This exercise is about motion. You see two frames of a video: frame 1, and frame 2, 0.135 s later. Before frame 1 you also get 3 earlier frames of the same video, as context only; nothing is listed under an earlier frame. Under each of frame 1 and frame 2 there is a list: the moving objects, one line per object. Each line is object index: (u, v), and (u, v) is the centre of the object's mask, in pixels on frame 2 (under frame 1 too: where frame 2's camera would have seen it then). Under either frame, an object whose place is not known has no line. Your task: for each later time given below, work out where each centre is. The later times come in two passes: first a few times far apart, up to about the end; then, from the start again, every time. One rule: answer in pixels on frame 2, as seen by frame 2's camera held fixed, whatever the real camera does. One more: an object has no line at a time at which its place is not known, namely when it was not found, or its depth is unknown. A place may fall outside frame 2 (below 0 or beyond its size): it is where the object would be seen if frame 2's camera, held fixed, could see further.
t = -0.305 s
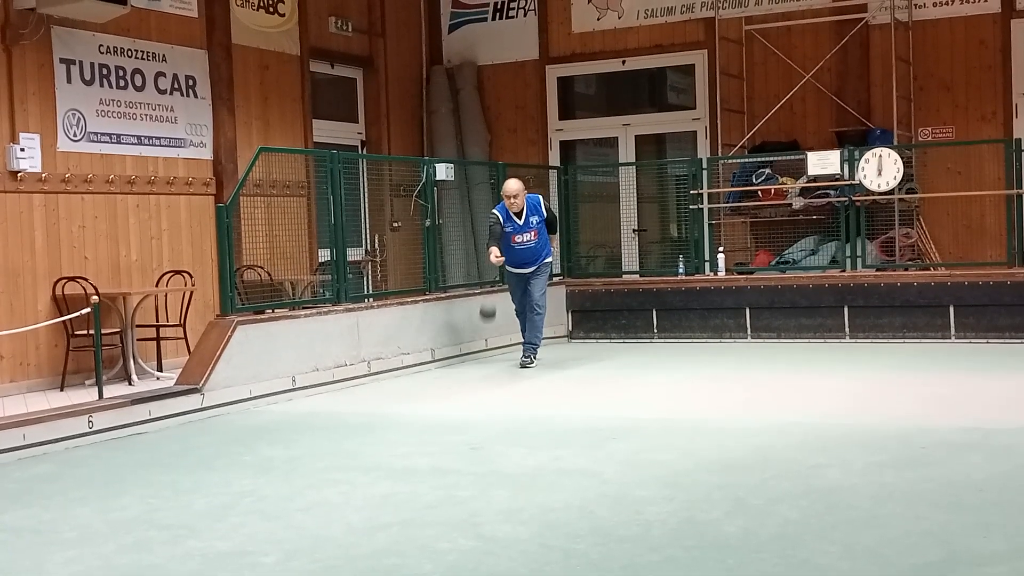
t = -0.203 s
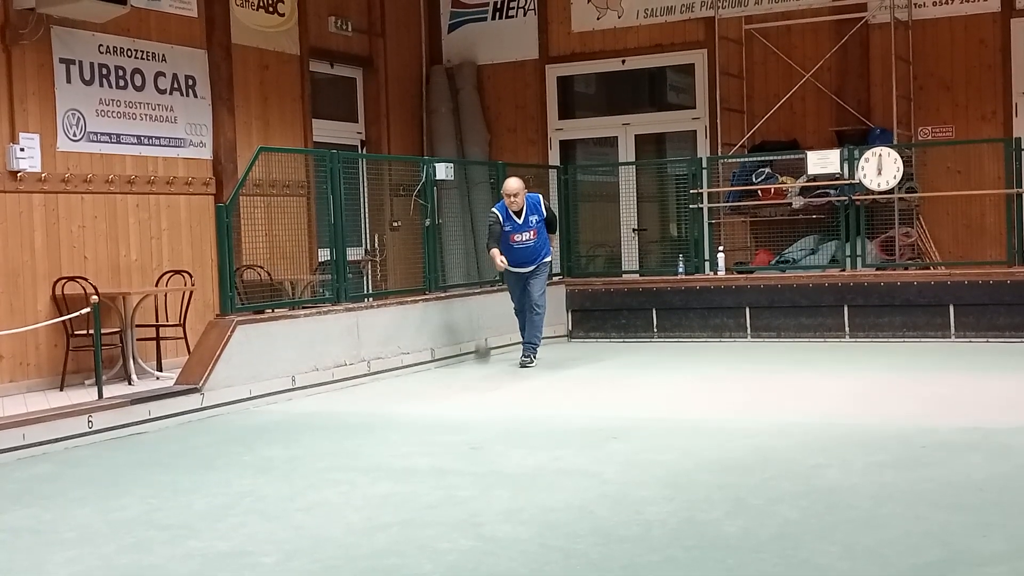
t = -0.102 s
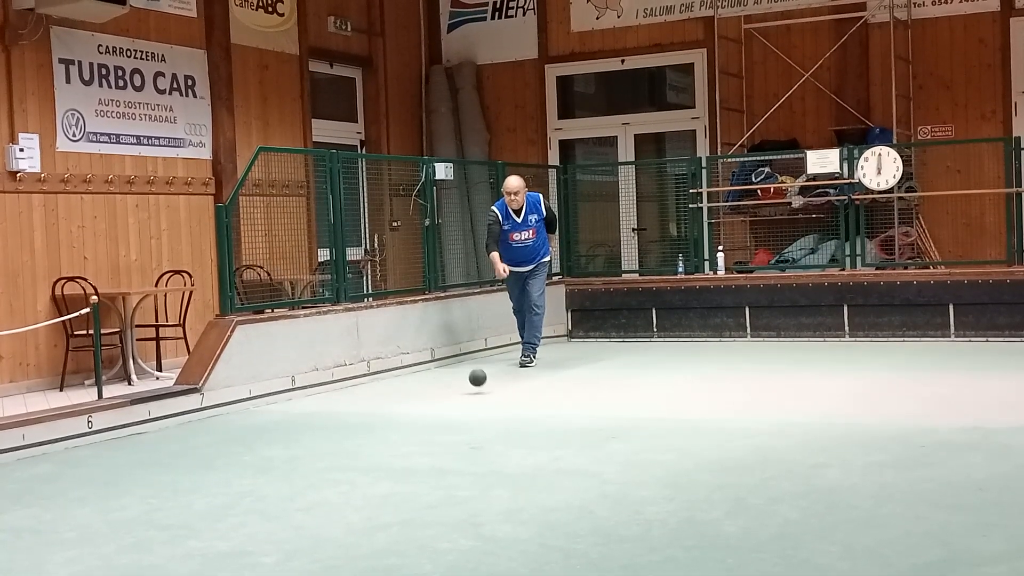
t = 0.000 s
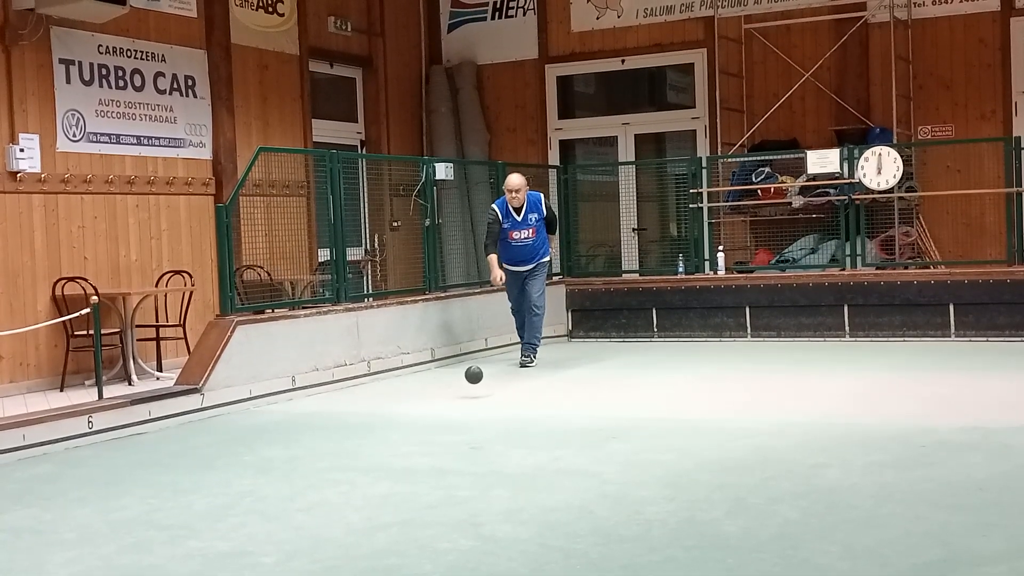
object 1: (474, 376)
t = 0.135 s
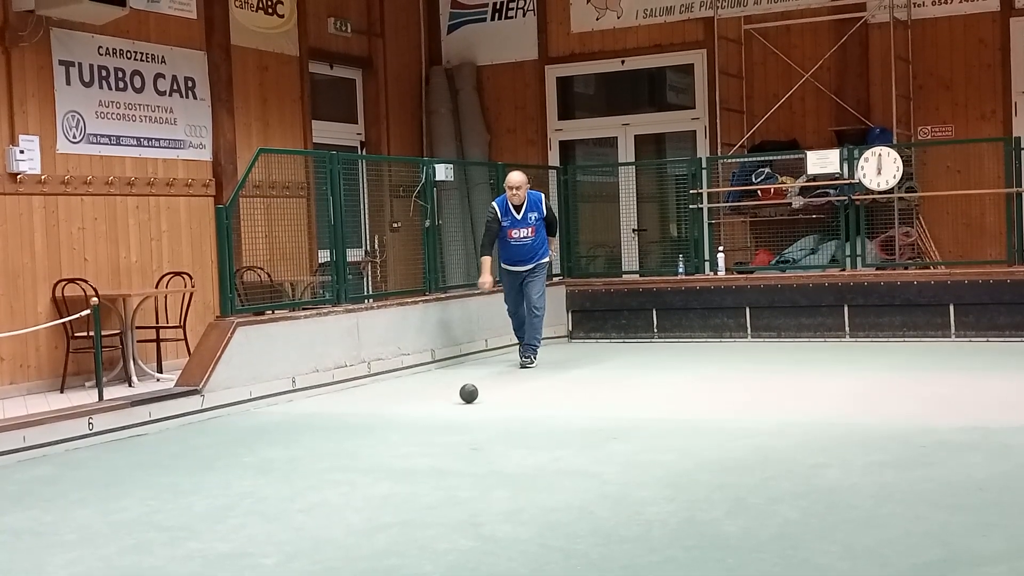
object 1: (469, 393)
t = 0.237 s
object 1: (464, 397)
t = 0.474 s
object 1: (452, 408)
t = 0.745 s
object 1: (435, 422)
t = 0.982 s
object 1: (418, 436)
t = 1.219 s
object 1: (399, 451)
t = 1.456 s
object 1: (376, 468)
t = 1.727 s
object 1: (342, 494)
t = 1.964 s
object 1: (311, 519)
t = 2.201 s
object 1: (273, 548)
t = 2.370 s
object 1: (241, 560)
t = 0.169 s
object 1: (467, 393)
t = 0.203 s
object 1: (465, 395)
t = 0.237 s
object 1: (464, 397)
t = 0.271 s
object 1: (462, 399)
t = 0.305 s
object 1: (460, 400)
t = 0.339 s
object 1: (459, 402)
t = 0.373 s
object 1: (457, 404)
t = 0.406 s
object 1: (455, 405)
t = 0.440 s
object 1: (453, 407)
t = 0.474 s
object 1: (452, 408)
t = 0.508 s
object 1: (449, 410)
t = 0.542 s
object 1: (447, 412)
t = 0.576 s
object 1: (445, 413)
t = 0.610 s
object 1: (443, 415)
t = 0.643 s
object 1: (441, 417)
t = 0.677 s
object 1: (439, 418)
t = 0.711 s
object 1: (437, 420)
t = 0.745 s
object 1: (435, 422)
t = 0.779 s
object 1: (432, 424)
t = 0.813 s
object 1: (430, 426)
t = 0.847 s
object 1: (428, 428)
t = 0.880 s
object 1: (425, 429)
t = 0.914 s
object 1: (423, 431)
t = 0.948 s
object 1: (420, 433)
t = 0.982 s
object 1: (418, 436)
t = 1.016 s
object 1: (415, 438)
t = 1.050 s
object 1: (413, 440)
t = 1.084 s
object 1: (410, 442)
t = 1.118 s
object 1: (407, 444)
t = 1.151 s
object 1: (405, 446)
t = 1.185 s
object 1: (402, 448)
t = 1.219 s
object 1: (399, 451)
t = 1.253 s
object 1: (396, 453)
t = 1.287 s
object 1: (392, 456)
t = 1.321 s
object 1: (389, 458)
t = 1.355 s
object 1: (386, 460)
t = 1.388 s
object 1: (383, 463)
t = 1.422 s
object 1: (380, 465)
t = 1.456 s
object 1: (376, 468)
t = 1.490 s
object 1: (373, 471)
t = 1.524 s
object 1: (369, 473)
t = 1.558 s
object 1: (366, 476)
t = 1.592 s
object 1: (358, 482)
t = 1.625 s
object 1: (355, 485)
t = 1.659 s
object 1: (350, 488)
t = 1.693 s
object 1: (347, 491)
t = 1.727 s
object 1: (342, 494)
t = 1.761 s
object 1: (338, 498)
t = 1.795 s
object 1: (334, 501)
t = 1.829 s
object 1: (330, 504)
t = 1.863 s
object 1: (325, 508)
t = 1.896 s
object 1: (320, 511)
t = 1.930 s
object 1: (316, 515)
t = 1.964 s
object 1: (311, 519)
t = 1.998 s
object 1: (306, 522)
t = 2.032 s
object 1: (301, 526)
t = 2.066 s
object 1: (295, 531)
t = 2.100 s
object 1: (290, 535)
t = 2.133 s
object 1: (284, 539)
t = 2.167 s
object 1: (278, 543)
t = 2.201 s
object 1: (273, 548)
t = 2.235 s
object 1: (266, 551)
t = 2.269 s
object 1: (260, 554)
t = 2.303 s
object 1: (254, 556)
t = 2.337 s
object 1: (247, 558)
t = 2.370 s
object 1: (241, 560)
